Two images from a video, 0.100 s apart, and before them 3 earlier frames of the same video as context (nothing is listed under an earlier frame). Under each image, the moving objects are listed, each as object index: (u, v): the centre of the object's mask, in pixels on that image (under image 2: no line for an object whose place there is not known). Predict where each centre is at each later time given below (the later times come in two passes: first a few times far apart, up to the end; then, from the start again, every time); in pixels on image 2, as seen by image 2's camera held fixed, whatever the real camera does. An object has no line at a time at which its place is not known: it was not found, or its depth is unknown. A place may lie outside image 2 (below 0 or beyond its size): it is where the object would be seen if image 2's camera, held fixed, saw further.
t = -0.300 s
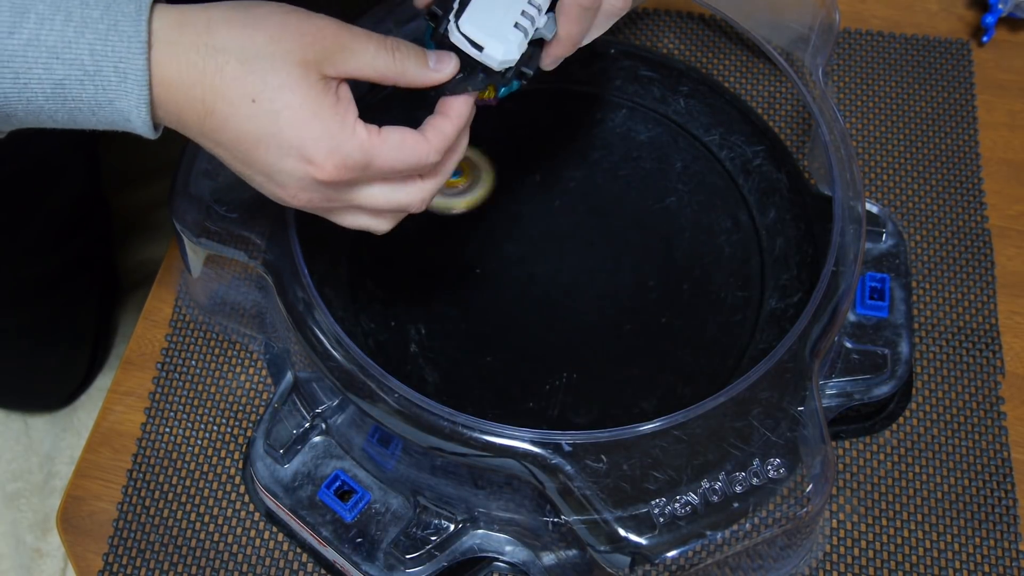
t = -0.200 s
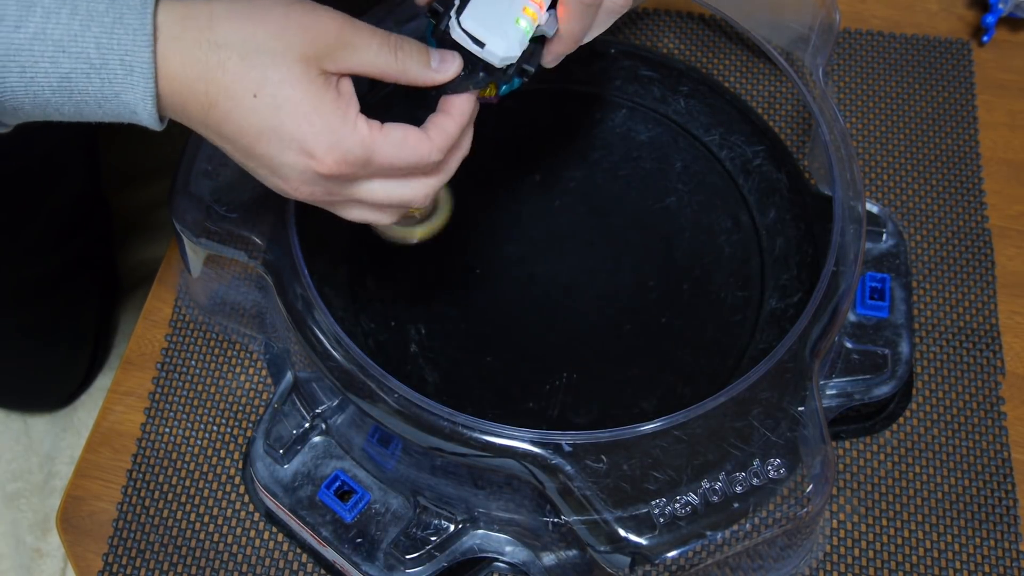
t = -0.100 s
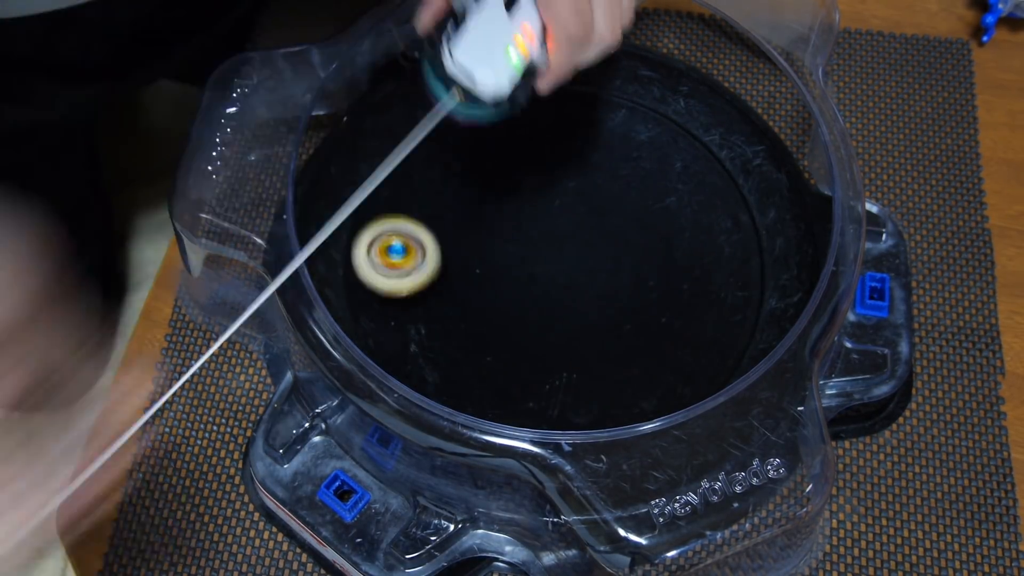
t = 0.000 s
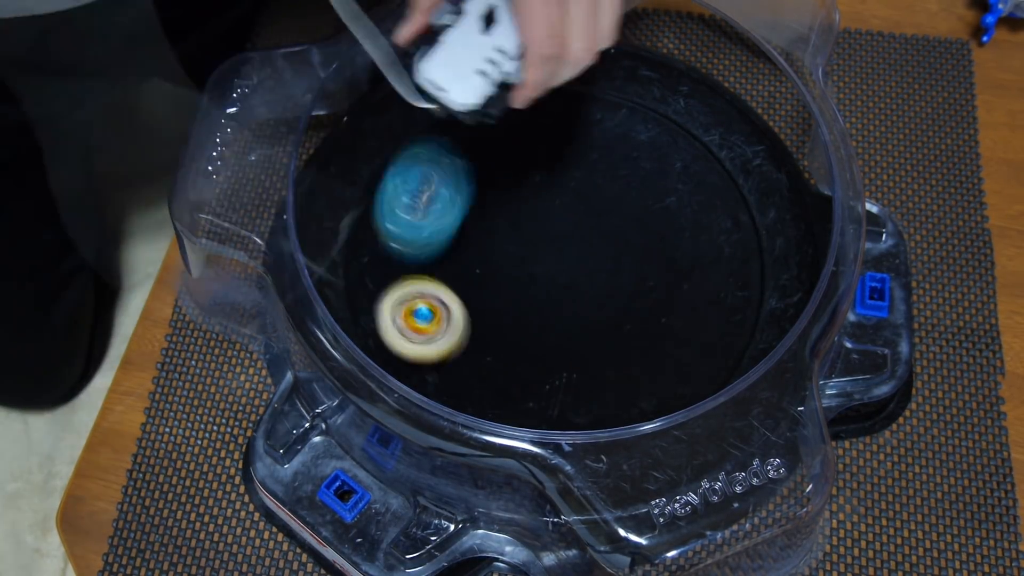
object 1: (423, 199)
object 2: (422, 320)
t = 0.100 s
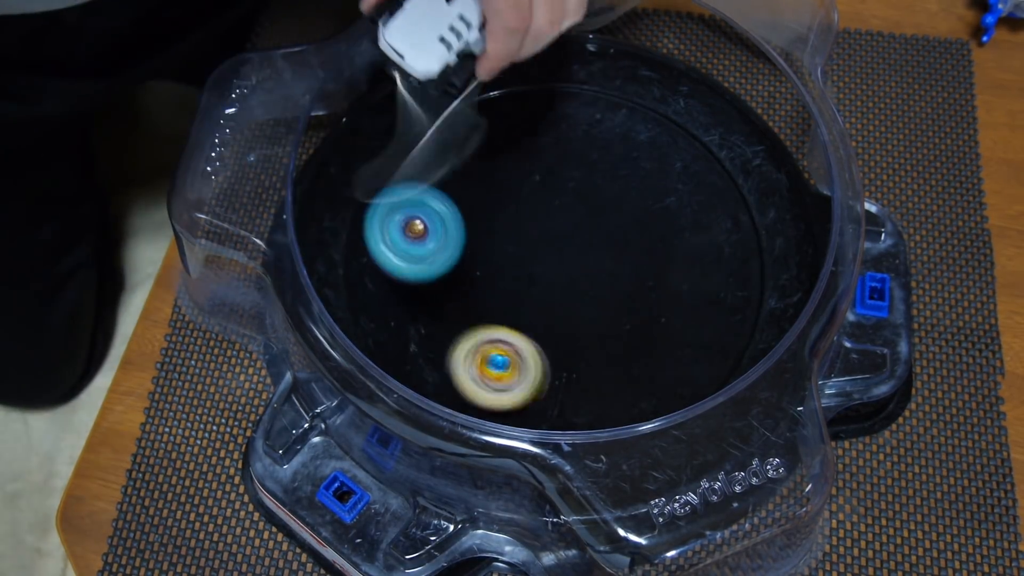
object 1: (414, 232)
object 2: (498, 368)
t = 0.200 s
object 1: (443, 325)
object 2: (595, 360)
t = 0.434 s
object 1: (637, 361)
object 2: (696, 186)
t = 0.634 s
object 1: (745, 187)
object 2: (591, 79)
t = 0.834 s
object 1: (548, 118)
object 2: (434, 123)
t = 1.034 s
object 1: (422, 194)
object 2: (424, 319)
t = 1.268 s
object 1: (570, 370)
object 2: (669, 380)
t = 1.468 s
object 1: (721, 338)
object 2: (787, 215)
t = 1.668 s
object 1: (740, 192)
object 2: (679, 82)
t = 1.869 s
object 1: (563, 85)
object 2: (472, 114)
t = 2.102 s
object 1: (358, 224)
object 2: (396, 328)
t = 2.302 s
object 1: (448, 373)
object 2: (628, 447)
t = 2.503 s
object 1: (648, 369)
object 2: (755, 329)
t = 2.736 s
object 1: (583, 233)
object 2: (721, 96)
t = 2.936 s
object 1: (439, 173)
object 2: (538, 61)
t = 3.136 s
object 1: (364, 326)
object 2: (515, 85)
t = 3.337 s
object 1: (688, 361)
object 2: (628, 113)
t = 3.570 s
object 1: (706, 126)
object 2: (642, 250)
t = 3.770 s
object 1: (439, 104)
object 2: (595, 339)
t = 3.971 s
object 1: (393, 353)
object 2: (549, 338)
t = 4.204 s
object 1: (744, 327)
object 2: (535, 270)
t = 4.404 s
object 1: (642, 91)
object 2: (537, 228)
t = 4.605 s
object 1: (404, 136)
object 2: (534, 222)
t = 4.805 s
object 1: (411, 316)
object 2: (522, 236)
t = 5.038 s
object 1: (626, 367)
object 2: (509, 232)
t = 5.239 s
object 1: (715, 271)
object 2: (500, 191)
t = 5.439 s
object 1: (668, 185)
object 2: (494, 175)
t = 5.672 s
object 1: (590, 174)
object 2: (486, 227)
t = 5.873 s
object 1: (598, 200)
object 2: (513, 319)
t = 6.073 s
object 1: (640, 174)
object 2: (577, 373)
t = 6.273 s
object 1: (615, 182)
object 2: (654, 322)
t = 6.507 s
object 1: (545, 229)
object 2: (652, 241)
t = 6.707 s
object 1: (531, 293)
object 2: (567, 208)
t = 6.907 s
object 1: (587, 323)
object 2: (481, 247)
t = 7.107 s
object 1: (622, 269)
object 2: (491, 316)
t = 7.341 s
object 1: (629, 194)
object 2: (546, 309)
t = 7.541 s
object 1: (648, 261)
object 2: (464, 282)
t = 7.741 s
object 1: (617, 262)
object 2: (504, 192)
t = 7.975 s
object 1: (643, 272)
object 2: (488, 213)
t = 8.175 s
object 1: (591, 279)
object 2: (593, 177)
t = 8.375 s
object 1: (616, 224)
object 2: (520, 195)
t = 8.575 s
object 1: (586, 194)
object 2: (491, 257)
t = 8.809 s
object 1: (537, 236)
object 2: (551, 318)
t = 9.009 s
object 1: (549, 259)
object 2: (623, 322)
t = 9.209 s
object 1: (563, 245)
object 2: (649, 273)
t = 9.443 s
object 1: (513, 218)
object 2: (624, 226)
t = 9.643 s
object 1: (479, 246)
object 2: (568, 217)
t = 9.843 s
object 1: (484, 291)
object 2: (550, 238)
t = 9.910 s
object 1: (473, 315)
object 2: (573, 233)
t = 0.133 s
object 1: (422, 253)
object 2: (530, 373)
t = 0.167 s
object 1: (431, 284)
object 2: (564, 370)
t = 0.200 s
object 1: (443, 325)
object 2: (595, 360)
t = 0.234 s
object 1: (456, 367)
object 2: (626, 344)
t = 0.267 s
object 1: (481, 374)
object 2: (651, 321)
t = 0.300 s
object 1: (511, 370)
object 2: (671, 296)
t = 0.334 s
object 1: (543, 372)
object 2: (685, 268)
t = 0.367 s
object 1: (574, 381)
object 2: (694, 240)
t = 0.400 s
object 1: (605, 374)
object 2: (698, 212)
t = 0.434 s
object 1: (637, 361)
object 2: (696, 186)
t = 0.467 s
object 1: (666, 338)
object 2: (690, 161)
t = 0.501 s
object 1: (694, 314)
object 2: (676, 138)
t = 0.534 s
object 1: (716, 285)
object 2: (660, 117)
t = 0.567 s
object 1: (734, 254)
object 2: (640, 101)
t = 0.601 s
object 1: (747, 219)
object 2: (616, 88)
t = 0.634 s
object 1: (745, 187)
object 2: (591, 79)
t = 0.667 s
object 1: (727, 159)
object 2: (565, 74)
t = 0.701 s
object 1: (705, 140)
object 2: (537, 73)
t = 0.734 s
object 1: (666, 128)
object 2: (510, 80)
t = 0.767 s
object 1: (627, 126)
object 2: (483, 89)
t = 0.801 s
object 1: (588, 120)
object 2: (458, 103)
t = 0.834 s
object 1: (548, 118)
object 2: (434, 123)
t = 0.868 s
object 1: (514, 116)
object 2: (413, 148)
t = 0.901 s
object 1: (485, 119)
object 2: (399, 178)
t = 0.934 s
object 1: (460, 129)
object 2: (392, 212)
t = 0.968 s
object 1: (442, 146)
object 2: (394, 249)
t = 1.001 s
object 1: (428, 167)
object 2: (403, 285)
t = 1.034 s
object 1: (422, 194)
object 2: (424, 319)
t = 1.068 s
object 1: (423, 222)
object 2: (449, 349)
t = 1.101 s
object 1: (432, 252)
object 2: (481, 372)
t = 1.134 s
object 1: (449, 284)
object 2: (521, 389)
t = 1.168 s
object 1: (474, 312)
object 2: (559, 396)
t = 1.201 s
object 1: (502, 336)
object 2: (596, 396)
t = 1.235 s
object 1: (537, 358)
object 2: (633, 392)
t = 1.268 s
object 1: (570, 370)
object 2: (669, 380)
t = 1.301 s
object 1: (604, 381)
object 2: (700, 365)
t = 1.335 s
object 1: (634, 381)
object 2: (731, 343)
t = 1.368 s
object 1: (659, 376)
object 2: (754, 314)
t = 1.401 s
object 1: (682, 366)
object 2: (770, 282)
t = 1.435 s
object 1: (702, 355)
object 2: (781, 249)
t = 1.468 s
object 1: (721, 338)
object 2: (787, 215)
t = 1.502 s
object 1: (735, 321)
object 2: (788, 183)
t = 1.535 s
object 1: (745, 298)
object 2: (774, 155)
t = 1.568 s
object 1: (751, 273)
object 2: (755, 131)
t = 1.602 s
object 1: (751, 247)
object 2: (733, 111)
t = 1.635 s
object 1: (748, 219)
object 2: (707, 95)
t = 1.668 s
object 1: (740, 192)
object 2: (679, 82)
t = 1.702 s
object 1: (726, 164)
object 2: (648, 74)
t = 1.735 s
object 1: (706, 136)
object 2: (614, 71)
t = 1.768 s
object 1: (678, 115)
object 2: (578, 73)
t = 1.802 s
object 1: (643, 98)
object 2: (539, 82)
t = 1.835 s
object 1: (604, 89)
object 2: (503, 96)
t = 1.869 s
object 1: (563, 85)
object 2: (472, 114)
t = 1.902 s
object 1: (522, 88)
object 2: (442, 139)
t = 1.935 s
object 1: (484, 97)
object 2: (418, 166)
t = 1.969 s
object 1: (450, 111)
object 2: (399, 199)
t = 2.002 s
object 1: (418, 133)
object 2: (387, 232)
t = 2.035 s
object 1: (393, 157)
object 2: (383, 265)
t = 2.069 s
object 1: (372, 188)
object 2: (386, 297)
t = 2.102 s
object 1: (358, 224)
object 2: (396, 328)
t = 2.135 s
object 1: (353, 262)
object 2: (411, 354)
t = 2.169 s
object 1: (369, 301)
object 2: (430, 379)
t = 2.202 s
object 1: (385, 332)
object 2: (464, 408)
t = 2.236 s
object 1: (402, 345)
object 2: (519, 433)
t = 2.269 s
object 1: (422, 362)
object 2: (578, 443)
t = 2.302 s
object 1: (448, 373)
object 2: (628, 447)
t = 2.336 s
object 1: (477, 381)
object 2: (676, 447)
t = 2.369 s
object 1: (510, 388)
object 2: (717, 439)
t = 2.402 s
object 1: (544, 392)
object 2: (742, 417)
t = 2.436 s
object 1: (578, 391)
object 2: (758, 389)
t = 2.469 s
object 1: (614, 384)
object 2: (758, 360)
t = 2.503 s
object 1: (648, 369)
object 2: (755, 329)
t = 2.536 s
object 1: (671, 350)
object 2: (754, 299)
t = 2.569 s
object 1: (665, 334)
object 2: (767, 257)
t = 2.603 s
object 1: (657, 316)
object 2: (771, 218)
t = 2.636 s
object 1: (645, 296)
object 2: (768, 180)
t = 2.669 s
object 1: (628, 276)
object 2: (758, 148)
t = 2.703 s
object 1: (607, 254)
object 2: (742, 118)
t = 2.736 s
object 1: (583, 233)
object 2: (721, 96)
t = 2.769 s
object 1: (557, 216)
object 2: (697, 77)
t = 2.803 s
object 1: (531, 201)
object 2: (667, 63)
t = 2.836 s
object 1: (505, 189)
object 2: (638, 55)
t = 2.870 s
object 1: (481, 179)
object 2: (604, 52)
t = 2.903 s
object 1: (458, 175)
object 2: (572, 54)
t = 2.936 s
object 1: (439, 173)
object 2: (538, 61)
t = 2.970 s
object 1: (423, 175)
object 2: (505, 77)
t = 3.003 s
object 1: (409, 180)
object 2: (475, 96)
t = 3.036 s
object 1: (399, 190)
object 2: (447, 120)
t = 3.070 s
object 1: (353, 239)
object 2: (460, 113)
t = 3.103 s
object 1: (315, 297)
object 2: (485, 97)
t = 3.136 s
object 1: (364, 326)
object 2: (515, 85)
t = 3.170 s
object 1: (419, 352)
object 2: (539, 80)
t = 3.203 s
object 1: (474, 374)
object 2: (562, 79)
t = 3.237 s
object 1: (533, 385)
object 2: (582, 83)
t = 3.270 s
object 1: (588, 385)
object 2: (600, 89)
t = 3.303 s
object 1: (639, 378)
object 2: (615, 99)
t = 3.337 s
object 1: (688, 361)
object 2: (628, 113)
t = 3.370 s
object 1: (728, 338)
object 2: (637, 128)
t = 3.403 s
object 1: (751, 305)
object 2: (643, 146)
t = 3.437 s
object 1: (761, 272)
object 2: (647, 166)
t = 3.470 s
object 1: (762, 231)
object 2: (649, 187)
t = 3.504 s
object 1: (757, 192)
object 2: (648, 208)
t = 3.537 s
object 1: (735, 161)
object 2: (646, 230)
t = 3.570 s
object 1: (706, 126)
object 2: (642, 250)
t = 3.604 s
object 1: (671, 102)
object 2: (637, 271)
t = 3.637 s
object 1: (630, 85)
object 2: (630, 289)
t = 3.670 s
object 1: (582, 73)
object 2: (621, 304)
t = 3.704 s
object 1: (530, 74)
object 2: (613, 320)
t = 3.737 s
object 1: (483, 82)
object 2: (603, 330)
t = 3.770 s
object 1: (439, 104)
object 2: (595, 339)
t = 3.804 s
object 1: (401, 131)
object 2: (586, 344)
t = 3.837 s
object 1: (374, 168)
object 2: (577, 348)
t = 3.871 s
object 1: (357, 212)
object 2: (569, 346)
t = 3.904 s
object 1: (351, 261)
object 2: (561, 349)
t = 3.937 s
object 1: (367, 305)
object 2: (555, 344)
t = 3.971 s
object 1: (393, 353)
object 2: (549, 338)
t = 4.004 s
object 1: (433, 393)
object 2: (544, 331)
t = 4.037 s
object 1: (484, 420)
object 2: (540, 323)
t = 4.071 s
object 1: (552, 433)
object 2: (538, 312)
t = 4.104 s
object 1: (613, 433)
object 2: (535, 301)
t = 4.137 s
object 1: (670, 410)
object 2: (535, 291)
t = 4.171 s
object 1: (715, 376)
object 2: (534, 281)
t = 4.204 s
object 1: (744, 327)
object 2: (535, 270)
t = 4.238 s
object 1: (764, 284)
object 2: (534, 261)
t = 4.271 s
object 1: (764, 232)
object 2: (536, 251)
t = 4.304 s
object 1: (750, 188)
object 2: (536, 243)
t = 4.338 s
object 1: (721, 146)
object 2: (536, 237)
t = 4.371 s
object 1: (684, 113)
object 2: (537, 229)
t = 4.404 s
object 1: (642, 91)
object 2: (537, 228)
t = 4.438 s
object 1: (593, 79)
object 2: (538, 222)
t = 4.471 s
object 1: (544, 74)
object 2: (537, 222)
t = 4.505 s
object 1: (501, 83)
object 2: (538, 219)
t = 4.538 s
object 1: (463, 95)
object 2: (537, 219)
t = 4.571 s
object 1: (430, 113)
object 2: (536, 220)
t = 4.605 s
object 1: (404, 136)
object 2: (534, 222)
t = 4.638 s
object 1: (384, 165)
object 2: (532, 224)
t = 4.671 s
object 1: (373, 195)
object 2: (530, 226)
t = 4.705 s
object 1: (370, 228)
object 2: (527, 229)
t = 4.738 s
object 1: (376, 259)
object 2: (526, 234)
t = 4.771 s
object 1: (390, 289)
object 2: (523, 234)
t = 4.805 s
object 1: (411, 316)
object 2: (522, 236)
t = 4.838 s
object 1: (436, 339)
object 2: (519, 240)
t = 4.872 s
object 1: (467, 358)
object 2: (517, 240)
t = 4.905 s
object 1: (499, 370)
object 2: (516, 241)
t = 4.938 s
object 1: (534, 377)
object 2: (514, 240)
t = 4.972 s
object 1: (566, 379)
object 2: (514, 238)
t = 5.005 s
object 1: (597, 376)
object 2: (512, 236)
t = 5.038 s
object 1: (626, 367)
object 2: (509, 232)
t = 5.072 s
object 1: (653, 357)
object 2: (508, 227)
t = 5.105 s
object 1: (675, 341)
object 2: (506, 221)
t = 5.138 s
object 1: (692, 324)
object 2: (505, 213)
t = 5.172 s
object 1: (703, 307)
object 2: (504, 206)
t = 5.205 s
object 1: (711, 288)
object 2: (501, 199)
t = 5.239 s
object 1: (715, 271)
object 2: (500, 191)
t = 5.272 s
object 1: (714, 253)
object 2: (498, 186)
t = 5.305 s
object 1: (710, 236)
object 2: (495, 180)
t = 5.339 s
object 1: (705, 222)
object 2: (494, 176)
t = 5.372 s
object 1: (695, 207)
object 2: (493, 175)
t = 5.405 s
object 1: (683, 194)
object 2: (492, 174)
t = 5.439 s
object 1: (668, 185)
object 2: (494, 175)
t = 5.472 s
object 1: (650, 176)
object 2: (496, 179)
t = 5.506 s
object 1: (633, 171)
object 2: (499, 184)
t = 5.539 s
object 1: (611, 169)
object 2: (506, 189)
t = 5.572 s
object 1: (594, 169)
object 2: (511, 196)
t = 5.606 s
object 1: (596, 169)
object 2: (497, 204)
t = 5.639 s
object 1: (594, 171)
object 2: (489, 215)
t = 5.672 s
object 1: (590, 174)
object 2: (486, 227)
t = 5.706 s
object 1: (584, 180)
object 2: (487, 239)
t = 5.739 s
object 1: (577, 189)
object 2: (494, 252)
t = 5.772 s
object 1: (572, 198)
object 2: (503, 265)
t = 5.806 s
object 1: (570, 208)
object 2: (516, 275)
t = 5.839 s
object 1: (583, 206)
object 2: (513, 297)
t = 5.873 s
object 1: (598, 200)
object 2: (513, 319)
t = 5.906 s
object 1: (611, 196)
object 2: (515, 336)
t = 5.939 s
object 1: (621, 191)
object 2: (523, 349)
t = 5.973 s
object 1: (629, 188)
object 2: (533, 358)
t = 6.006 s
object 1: (634, 183)
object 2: (547, 366)
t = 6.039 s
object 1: (638, 178)
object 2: (561, 371)
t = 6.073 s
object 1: (640, 174)
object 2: (577, 373)
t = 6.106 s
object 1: (640, 171)
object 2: (592, 371)
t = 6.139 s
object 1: (638, 169)
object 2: (609, 368)
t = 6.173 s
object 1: (634, 168)
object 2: (623, 361)
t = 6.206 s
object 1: (629, 170)
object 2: (636, 351)
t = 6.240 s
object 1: (622, 175)
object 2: (645, 338)
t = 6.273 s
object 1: (615, 182)
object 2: (654, 322)
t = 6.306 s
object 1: (607, 191)
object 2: (657, 305)
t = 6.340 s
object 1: (602, 202)
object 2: (658, 287)
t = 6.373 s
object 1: (596, 213)
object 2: (656, 272)
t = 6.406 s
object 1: (581, 213)
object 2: (660, 266)
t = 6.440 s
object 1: (567, 217)
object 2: (661, 259)
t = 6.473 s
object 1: (554, 222)
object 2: (657, 250)
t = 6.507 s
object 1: (545, 229)
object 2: (652, 241)
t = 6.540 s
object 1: (538, 239)
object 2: (642, 232)
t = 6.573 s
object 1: (532, 249)
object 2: (629, 224)
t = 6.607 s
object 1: (528, 262)
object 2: (616, 217)
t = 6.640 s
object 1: (526, 272)
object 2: (600, 211)
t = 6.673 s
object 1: (527, 282)
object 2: (584, 208)
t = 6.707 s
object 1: (531, 293)
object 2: (567, 208)
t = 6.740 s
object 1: (537, 303)
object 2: (548, 209)
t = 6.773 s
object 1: (544, 312)
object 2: (532, 213)
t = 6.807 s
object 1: (552, 318)
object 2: (516, 219)
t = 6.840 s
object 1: (562, 322)
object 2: (502, 226)
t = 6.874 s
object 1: (575, 324)
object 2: (491, 237)
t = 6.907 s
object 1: (587, 323)
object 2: (481, 247)
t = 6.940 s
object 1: (598, 320)
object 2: (475, 259)
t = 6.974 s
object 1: (608, 313)
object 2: (471, 272)
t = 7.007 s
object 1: (615, 304)
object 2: (471, 284)
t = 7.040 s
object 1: (621, 293)
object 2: (476, 296)
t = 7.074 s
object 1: (623, 280)
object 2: (483, 307)
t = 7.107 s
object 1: (622, 269)
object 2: (491, 316)
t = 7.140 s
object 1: (590, 220)
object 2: (551, 328)
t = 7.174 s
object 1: (523, 200)
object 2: (614, 279)
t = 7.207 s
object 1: (472, 228)
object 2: (617, 203)
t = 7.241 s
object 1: (490, 288)
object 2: (566, 158)
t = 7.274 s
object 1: (577, 300)
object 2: (504, 174)
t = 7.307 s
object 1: (633, 250)
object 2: (488, 244)
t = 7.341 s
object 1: (629, 194)
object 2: (546, 309)
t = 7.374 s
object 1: (579, 166)
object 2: (631, 315)
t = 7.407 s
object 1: (517, 202)
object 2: (676, 267)
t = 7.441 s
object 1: (512, 272)
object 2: (642, 208)
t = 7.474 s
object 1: (563, 319)
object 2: (559, 190)
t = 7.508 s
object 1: (624, 316)
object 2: (485, 222)
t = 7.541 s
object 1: (648, 261)
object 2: (464, 282)
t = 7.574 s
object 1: (599, 209)
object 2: (511, 327)
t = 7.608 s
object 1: (526, 203)
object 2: (594, 313)
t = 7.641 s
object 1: (479, 237)
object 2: (635, 247)
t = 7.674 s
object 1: (488, 290)
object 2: (618, 182)
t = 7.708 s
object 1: (561, 306)
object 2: (561, 155)
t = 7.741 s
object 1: (617, 262)
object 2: (504, 192)
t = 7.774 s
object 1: (620, 206)
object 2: (499, 264)
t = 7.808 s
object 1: (580, 172)
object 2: (551, 319)
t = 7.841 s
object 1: (526, 190)
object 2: (622, 323)
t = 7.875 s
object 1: (511, 250)
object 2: (655, 276)
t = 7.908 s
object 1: (548, 299)
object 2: (624, 220)
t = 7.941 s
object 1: (606, 310)
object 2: (555, 195)
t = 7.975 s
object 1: (643, 272)
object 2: (488, 213)
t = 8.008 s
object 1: (610, 221)
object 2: (469, 263)
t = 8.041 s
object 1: (541, 210)
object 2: (516, 304)
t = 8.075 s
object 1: (491, 239)
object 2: (591, 295)
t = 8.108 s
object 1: (497, 286)
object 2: (634, 246)
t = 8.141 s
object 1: (557, 300)
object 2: (624, 192)
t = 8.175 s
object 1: (591, 279)
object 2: (593, 177)
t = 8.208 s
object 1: (599, 269)
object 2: (582, 176)
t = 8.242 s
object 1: (606, 260)
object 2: (570, 177)
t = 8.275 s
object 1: (610, 249)
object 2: (558, 180)
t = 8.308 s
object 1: (612, 240)
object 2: (545, 184)
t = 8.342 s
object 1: (615, 232)
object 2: (531, 188)
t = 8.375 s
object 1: (616, 224)
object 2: (520, 195)
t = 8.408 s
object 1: (616, 216)
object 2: (511, 203)
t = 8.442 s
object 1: (613, 209)
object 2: (503, 212)
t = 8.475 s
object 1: (609, 203)
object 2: (497, 223)
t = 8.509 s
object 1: (602, 198)
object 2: (493, 233)
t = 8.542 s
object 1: (595, 196)
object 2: (491, 245)
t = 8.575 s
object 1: (586, 194)
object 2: (491, 257)
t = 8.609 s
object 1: (577, 195)
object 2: (494, 270)
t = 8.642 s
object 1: (567, 198)
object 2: (500, 281)
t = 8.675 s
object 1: (557, 203)
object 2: (508, 291)
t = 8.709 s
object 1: (548, 211)
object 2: (518, 299)
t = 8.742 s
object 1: (542, 220)
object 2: (529, 305)
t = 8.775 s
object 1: (538, 229)
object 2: (540, 310)
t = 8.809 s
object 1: (537, 236)
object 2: (551, 318)
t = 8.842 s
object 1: (535, 239)
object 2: (565, 324)
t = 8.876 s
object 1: (535, 242)
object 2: (577, 327)
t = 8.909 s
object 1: (537, 247)
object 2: (588, 329)
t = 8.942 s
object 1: (540, 252)
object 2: (600, 329)
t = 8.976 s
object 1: (544, 255)
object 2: (612, 327)
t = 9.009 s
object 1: (549, 259)
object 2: (623, 322)
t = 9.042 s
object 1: (555, 261)
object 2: (630, 315)
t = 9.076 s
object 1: (561, 261)
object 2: (636, 307)
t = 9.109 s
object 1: (563, 257)
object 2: (644, 300)
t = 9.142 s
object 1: (564, 252)
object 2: (649, 292)
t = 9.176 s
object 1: (564, 249)
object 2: (650, 282)
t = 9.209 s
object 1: (563, 245)
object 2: (649, 273)
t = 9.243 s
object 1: (559, 238)
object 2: (652, 266)
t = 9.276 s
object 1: (551, 231)
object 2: (653, 258)
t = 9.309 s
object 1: (542, 225)
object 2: (651, 250)
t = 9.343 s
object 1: (533, 221)
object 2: (648, 243)
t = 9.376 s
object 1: (526, 219)
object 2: (640, 236)
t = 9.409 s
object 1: (519, 219)
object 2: (632, 231)
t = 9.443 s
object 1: (513, 218)
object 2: (624, 226)
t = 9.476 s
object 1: (506, 220)
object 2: (612, 221)
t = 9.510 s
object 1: (501, 222)
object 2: (600, 219)
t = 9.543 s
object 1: (498, 227)
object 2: (588, 217)
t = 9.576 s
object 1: (492, 234)
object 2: (578, 217)
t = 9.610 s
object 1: (487, 239)
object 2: (572, 218)
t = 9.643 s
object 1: (479, 246)
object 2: (568, 217)
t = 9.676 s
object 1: (473, 254)
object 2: (564, 220)
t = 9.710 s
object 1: (469, 262)
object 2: (560, 222)
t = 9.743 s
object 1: (469, 271)
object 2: (556, 227)
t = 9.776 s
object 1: (473, 278)
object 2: (555, 230)
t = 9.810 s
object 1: (479, 284)
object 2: (551, 234)
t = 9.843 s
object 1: (484, 291)
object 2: (550, 238)
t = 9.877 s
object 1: (476, 304)
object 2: (563, 236)
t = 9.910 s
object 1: (473, 315)
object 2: (573, 233)
